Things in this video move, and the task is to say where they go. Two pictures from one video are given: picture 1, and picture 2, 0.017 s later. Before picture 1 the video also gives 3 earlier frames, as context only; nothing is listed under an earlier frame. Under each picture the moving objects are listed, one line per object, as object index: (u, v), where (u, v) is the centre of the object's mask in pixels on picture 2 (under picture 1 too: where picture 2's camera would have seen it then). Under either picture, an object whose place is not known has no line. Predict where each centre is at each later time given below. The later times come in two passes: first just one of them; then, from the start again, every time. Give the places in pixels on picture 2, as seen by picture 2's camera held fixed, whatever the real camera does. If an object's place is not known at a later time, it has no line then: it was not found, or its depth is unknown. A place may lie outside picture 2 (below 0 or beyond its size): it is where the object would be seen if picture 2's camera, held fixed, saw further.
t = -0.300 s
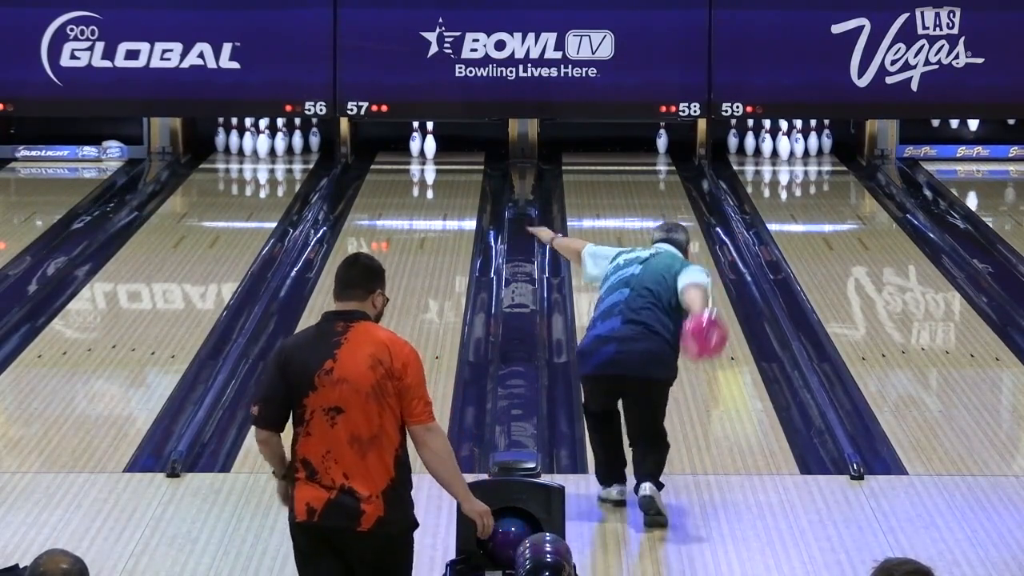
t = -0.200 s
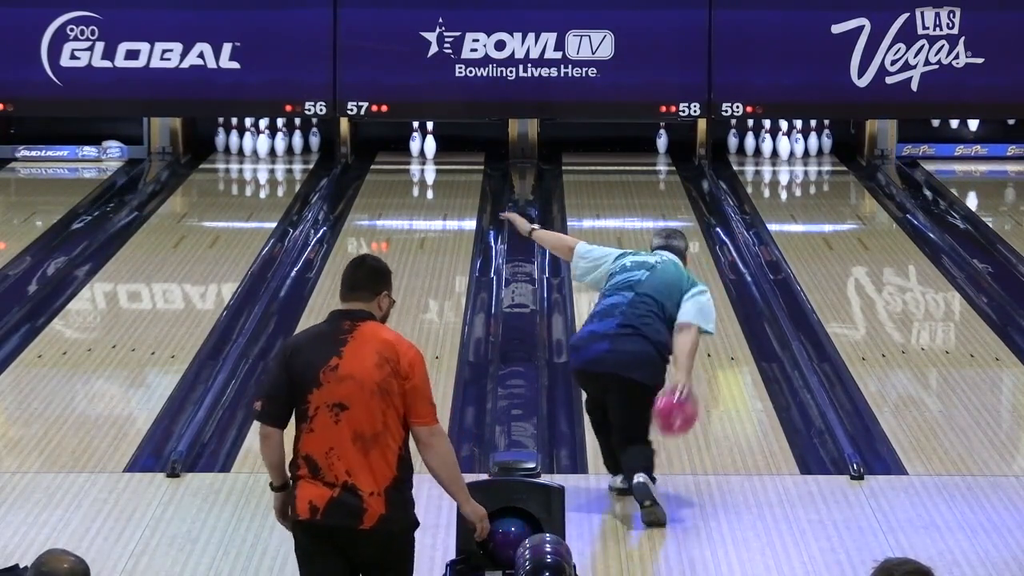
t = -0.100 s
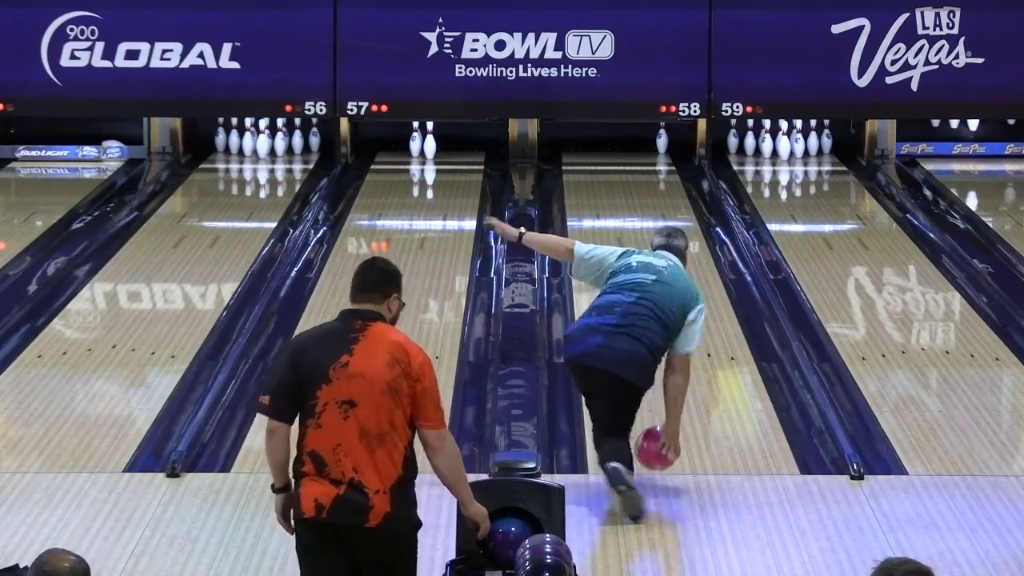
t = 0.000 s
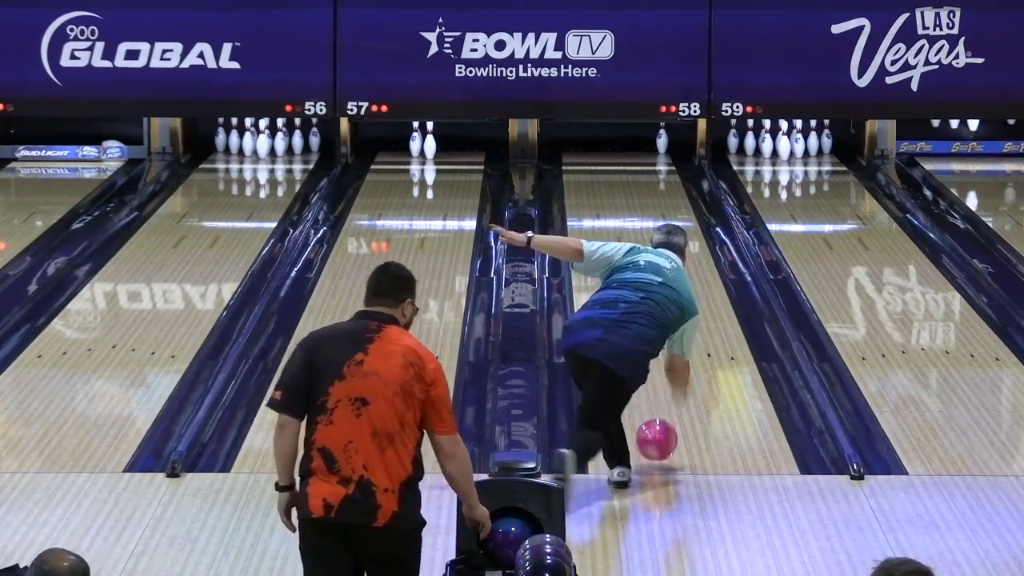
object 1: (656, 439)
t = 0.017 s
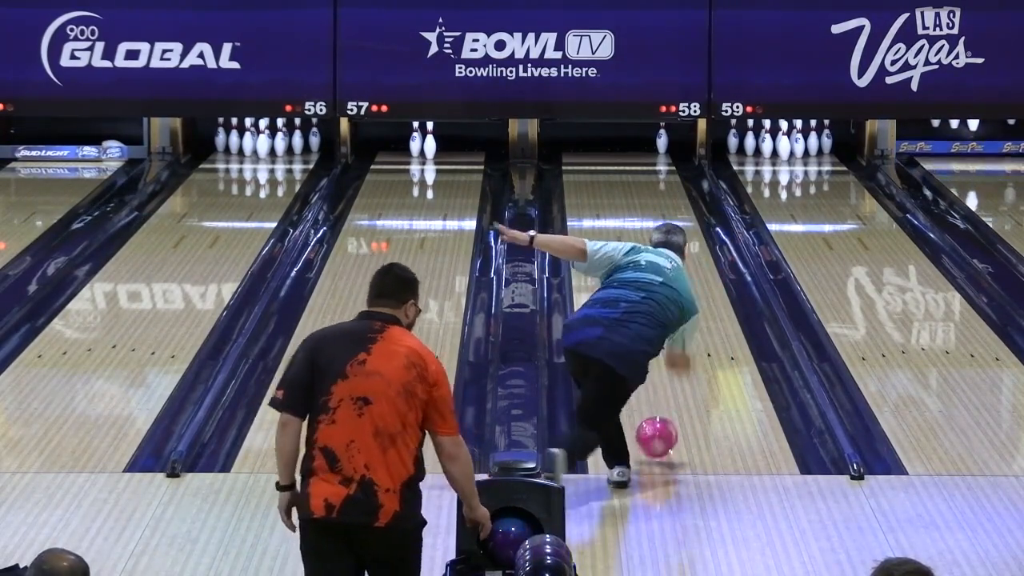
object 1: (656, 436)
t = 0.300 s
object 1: (662, 381)
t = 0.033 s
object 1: (657, 435)
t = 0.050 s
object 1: (657, 433)
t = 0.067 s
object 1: (658, 431)
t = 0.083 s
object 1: (658, 427)
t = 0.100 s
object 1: (658, 423)
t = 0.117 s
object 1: (659, 419)
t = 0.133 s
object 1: (659, 416)
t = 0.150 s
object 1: (659, 412)
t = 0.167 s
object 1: (660, 408)
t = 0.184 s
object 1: (660, 404)
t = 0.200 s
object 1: (660, 400)
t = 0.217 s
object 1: (660, 397)
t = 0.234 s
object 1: (661, 394)
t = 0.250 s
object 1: (661, 391)
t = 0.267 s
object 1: (662, 387)
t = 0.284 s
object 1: (662, 384)
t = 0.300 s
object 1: (662, 381)
